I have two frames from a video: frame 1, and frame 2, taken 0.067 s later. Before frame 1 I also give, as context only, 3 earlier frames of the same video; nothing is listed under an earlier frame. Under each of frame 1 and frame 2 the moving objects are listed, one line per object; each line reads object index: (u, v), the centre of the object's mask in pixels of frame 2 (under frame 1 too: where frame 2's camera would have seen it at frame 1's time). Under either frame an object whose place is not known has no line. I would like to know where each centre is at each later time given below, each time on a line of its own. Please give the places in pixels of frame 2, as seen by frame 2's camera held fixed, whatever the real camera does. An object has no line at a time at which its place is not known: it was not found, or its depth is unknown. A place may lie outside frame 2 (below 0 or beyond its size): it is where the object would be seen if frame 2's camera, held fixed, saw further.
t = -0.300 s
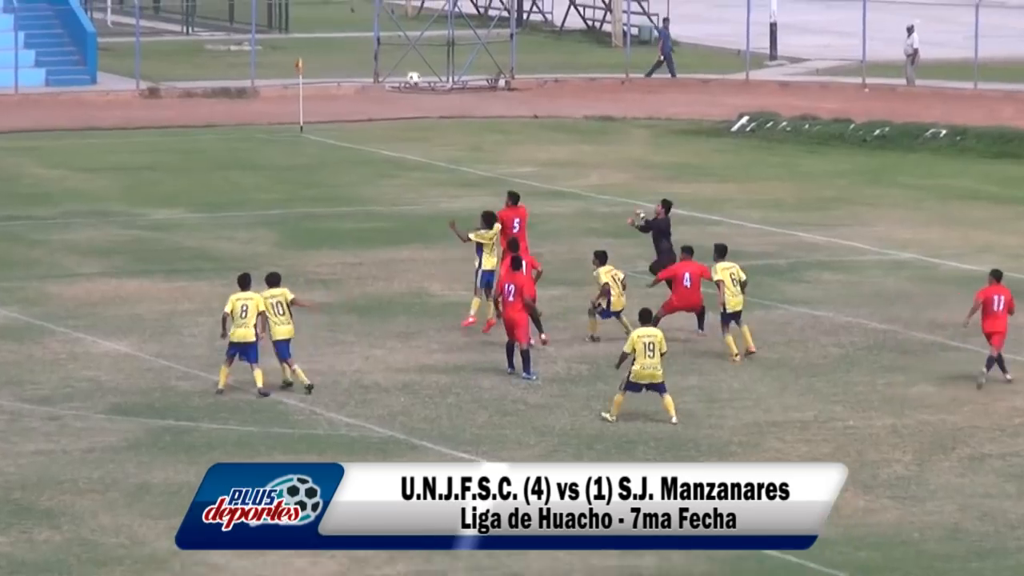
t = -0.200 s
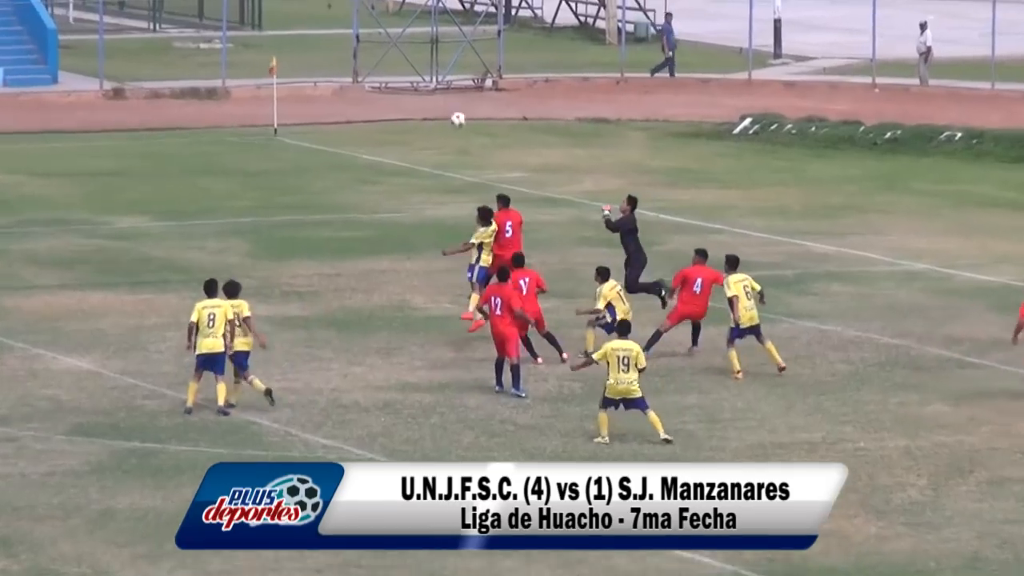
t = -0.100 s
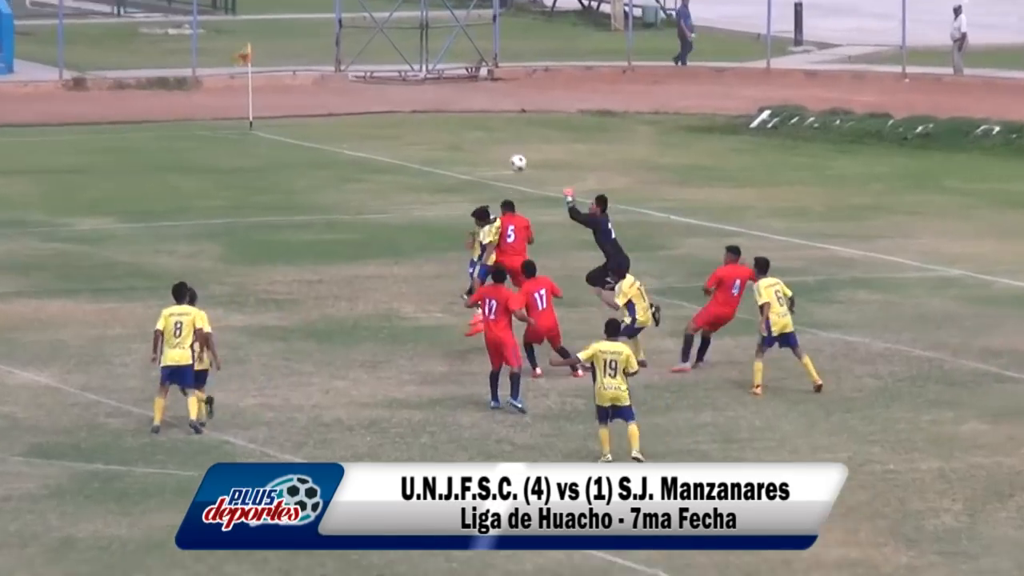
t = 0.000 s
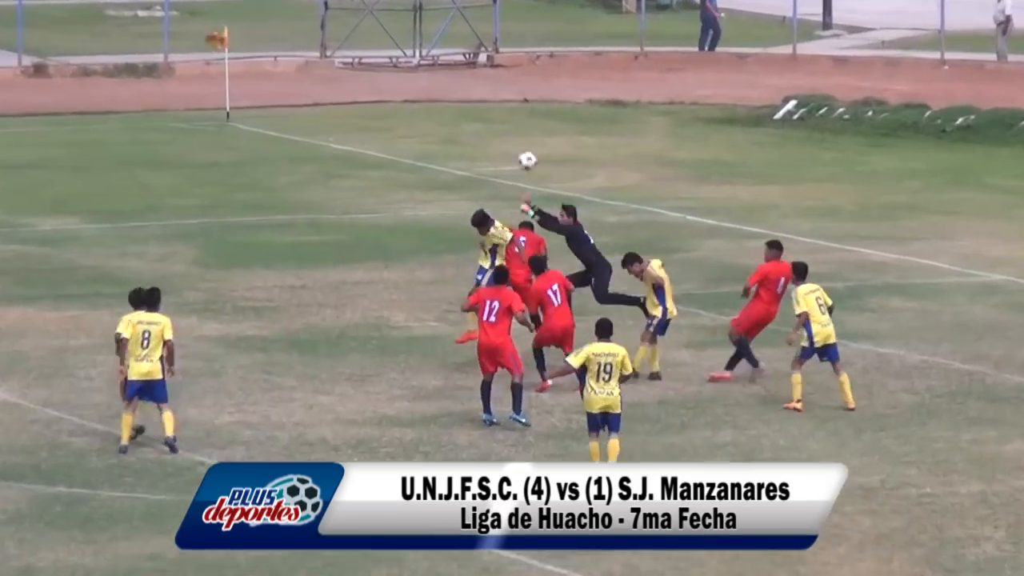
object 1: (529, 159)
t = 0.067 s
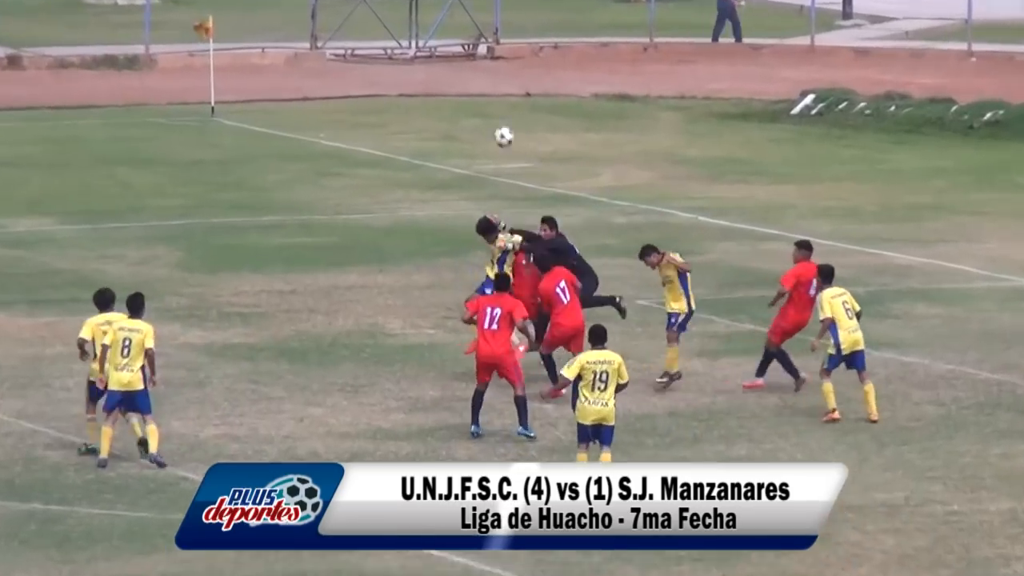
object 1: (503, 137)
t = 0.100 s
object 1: (492, 126)
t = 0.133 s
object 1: (479, 116)
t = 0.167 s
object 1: (465, 107)
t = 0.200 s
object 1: (453, 98)
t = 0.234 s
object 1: (442, 90)
